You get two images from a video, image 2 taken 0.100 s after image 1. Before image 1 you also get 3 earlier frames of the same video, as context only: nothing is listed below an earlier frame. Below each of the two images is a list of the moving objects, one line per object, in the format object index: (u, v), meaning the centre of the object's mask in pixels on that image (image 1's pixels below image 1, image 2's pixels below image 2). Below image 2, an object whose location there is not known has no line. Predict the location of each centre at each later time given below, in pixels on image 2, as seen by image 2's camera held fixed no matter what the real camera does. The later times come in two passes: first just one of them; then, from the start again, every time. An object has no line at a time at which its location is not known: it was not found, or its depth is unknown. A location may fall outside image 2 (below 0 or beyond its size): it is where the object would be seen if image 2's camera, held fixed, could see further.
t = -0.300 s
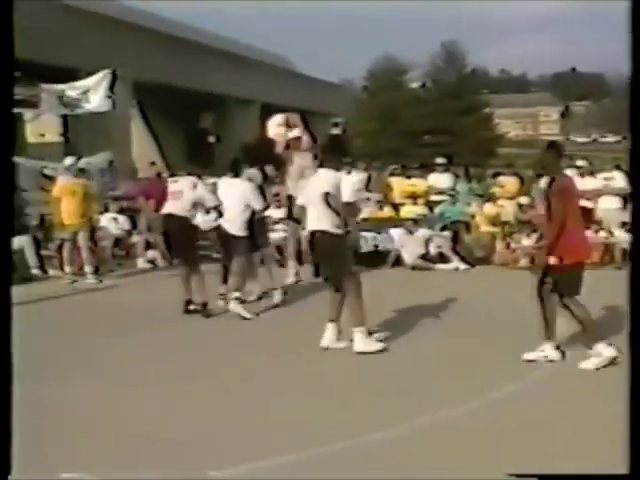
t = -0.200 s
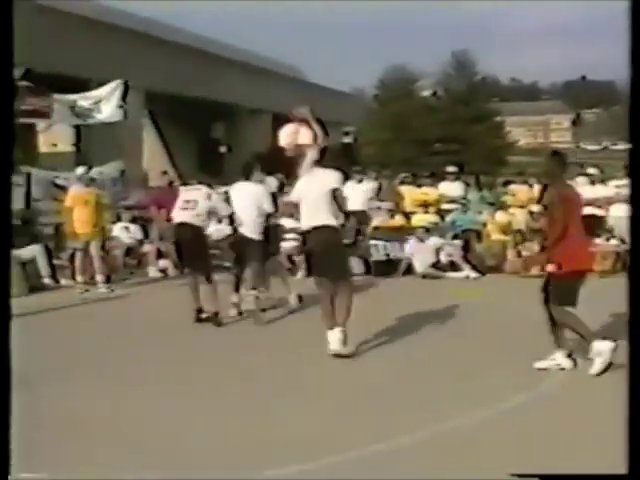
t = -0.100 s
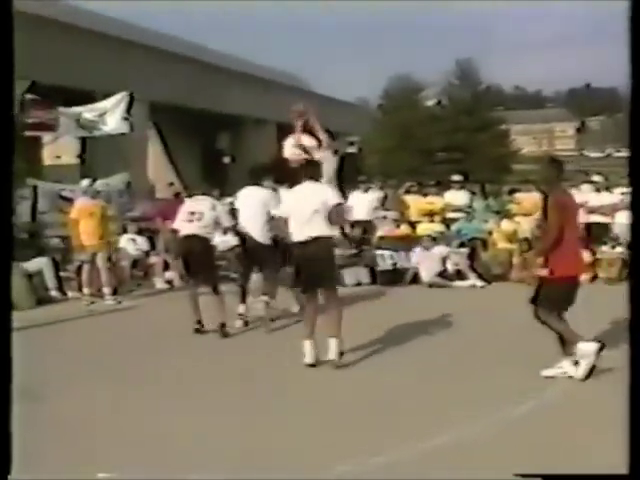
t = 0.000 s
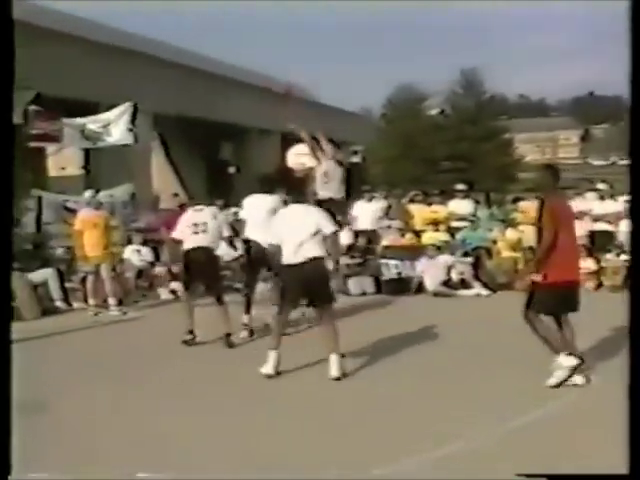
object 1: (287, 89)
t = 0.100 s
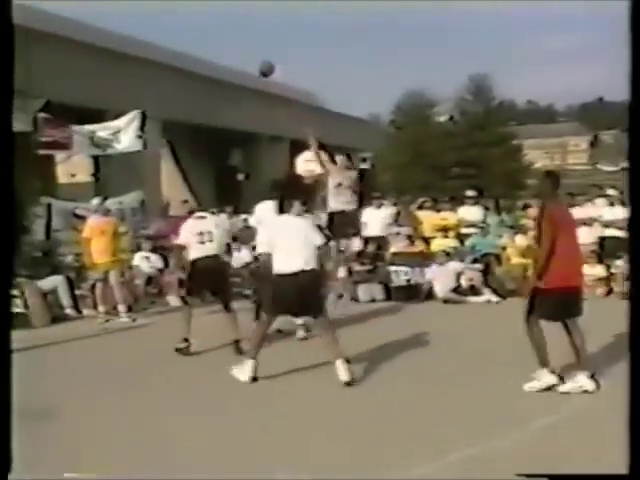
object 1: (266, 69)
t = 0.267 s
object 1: (221, 35)
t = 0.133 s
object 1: (257, 60)
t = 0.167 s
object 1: (248, 53)
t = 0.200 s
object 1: (238, 47)
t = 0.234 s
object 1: (230, 41)
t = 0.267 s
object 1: (221, 35)
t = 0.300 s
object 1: (210, 31)
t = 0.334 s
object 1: (199, 27)
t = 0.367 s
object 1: (190, 26)
